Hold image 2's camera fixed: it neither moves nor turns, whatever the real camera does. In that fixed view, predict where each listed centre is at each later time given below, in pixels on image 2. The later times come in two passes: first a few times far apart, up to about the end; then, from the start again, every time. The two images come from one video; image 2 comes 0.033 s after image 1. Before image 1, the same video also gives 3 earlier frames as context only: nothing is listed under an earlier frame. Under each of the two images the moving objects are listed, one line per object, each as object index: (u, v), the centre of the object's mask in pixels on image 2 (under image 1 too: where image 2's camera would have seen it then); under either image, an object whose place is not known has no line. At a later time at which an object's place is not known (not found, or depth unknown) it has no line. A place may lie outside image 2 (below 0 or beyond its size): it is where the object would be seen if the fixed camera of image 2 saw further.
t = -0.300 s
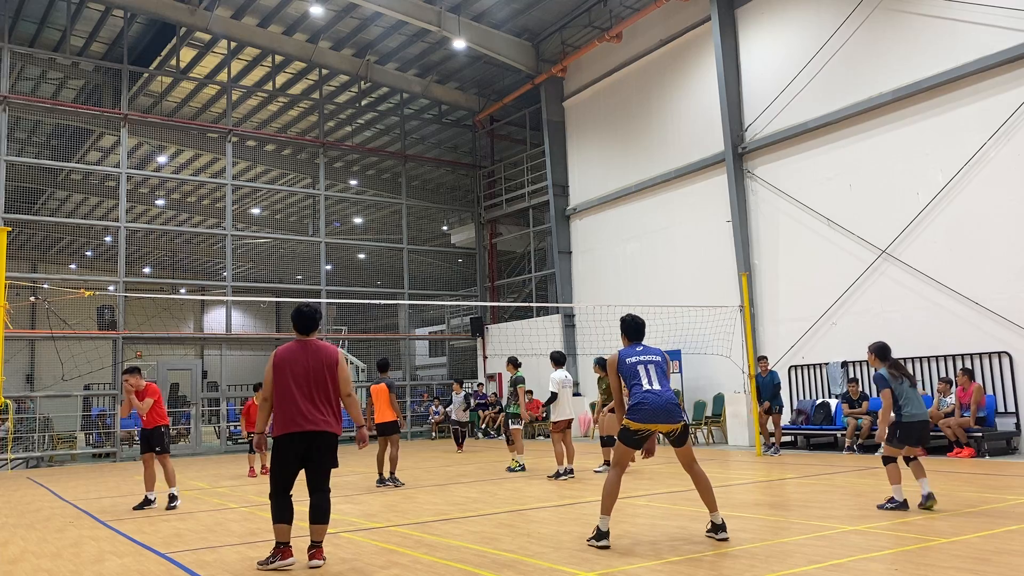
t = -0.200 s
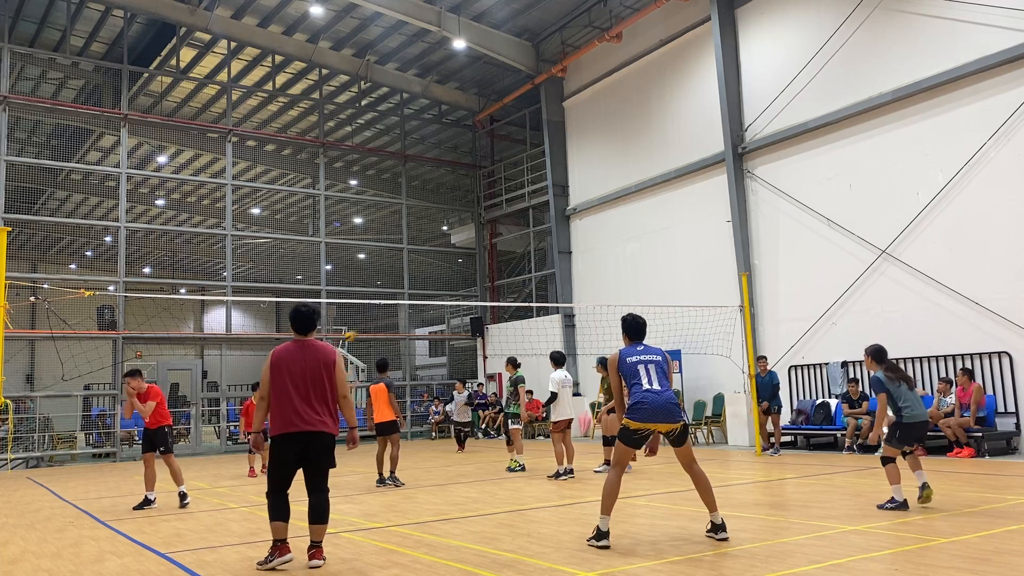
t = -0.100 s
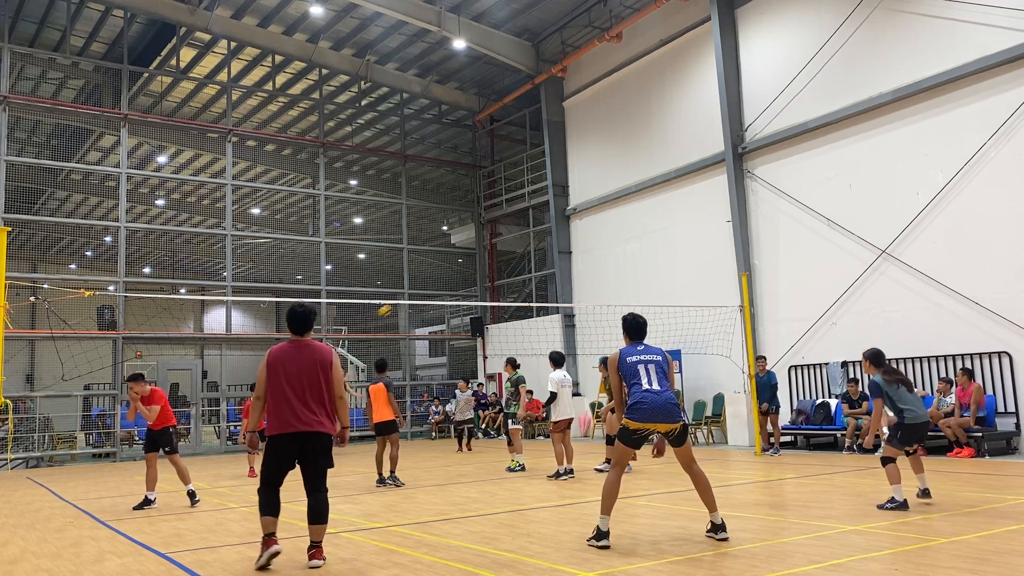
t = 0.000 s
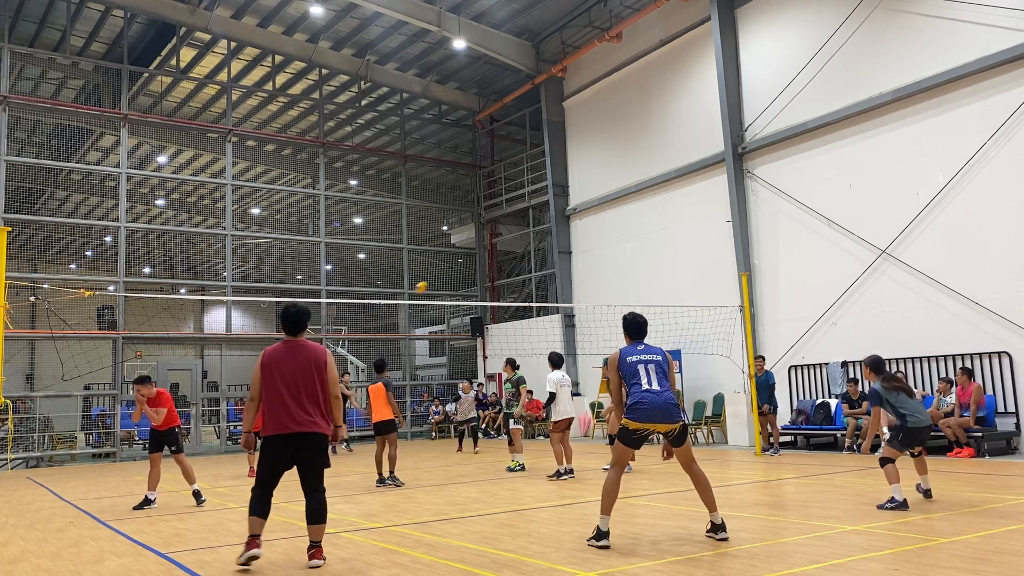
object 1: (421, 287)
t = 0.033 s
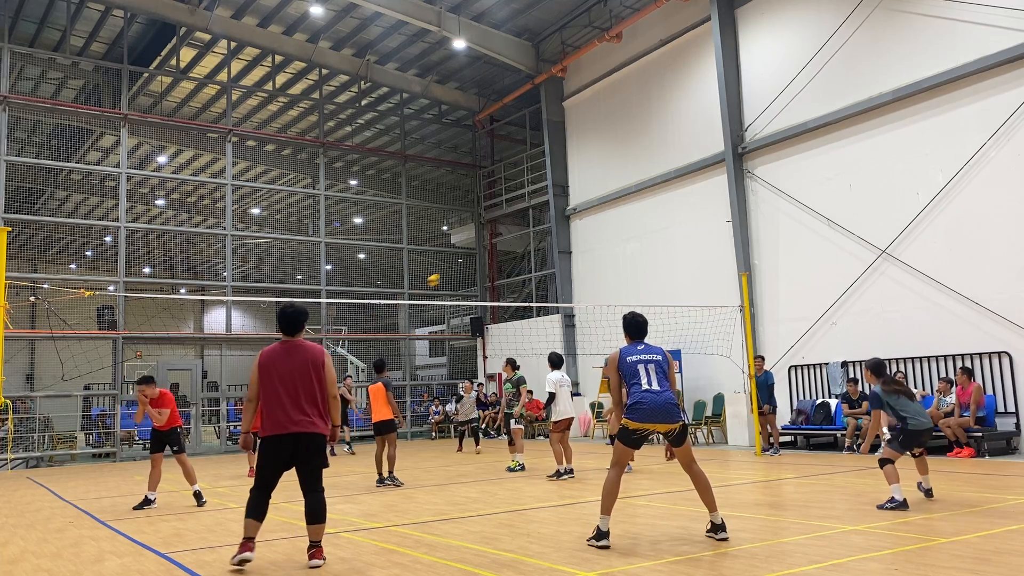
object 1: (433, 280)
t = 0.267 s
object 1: (525, 241)
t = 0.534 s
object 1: (649, 232)
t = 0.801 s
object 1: (818, 278)
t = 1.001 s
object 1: (982, 357)
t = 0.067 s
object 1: (446, 274)
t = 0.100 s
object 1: (458, 267)
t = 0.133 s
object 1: (471, 261)
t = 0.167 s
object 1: (484, 255)
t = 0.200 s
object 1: (497, 250)
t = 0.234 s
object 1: (511, 245)
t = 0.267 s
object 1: (525, 241)
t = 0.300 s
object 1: (539, 238)
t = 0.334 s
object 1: (553, 235)
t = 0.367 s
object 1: (567, 232)
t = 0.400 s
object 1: (583, 231)
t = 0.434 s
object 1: (598, 230)
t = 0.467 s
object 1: (615, 230)
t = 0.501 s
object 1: (632, 230)
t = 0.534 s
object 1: (649, 232)
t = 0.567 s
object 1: (669, 236)
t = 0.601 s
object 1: (688, 240)
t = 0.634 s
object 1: (708, 244)
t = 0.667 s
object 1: (728, 249)
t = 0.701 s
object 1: (749, 255)
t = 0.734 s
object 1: (772, 261)
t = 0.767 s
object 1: (795, 269)
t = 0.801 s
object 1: (818, 278)
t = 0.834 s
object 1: (843, 288)
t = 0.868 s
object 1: (868, 299)
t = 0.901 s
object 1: (895, 312)
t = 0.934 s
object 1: (923, 325)
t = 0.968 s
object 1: (952, 340)
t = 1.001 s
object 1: (982, 357)
